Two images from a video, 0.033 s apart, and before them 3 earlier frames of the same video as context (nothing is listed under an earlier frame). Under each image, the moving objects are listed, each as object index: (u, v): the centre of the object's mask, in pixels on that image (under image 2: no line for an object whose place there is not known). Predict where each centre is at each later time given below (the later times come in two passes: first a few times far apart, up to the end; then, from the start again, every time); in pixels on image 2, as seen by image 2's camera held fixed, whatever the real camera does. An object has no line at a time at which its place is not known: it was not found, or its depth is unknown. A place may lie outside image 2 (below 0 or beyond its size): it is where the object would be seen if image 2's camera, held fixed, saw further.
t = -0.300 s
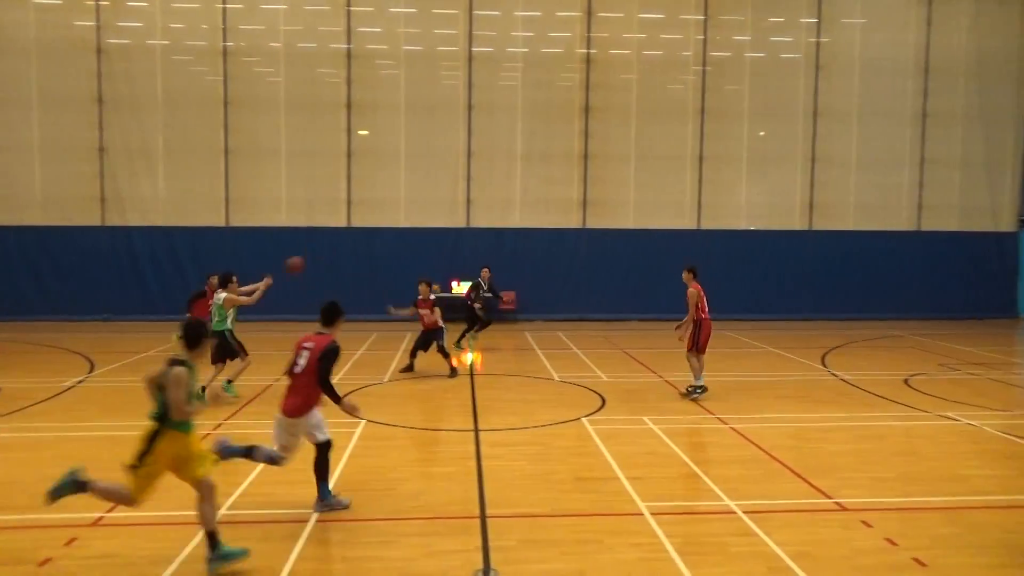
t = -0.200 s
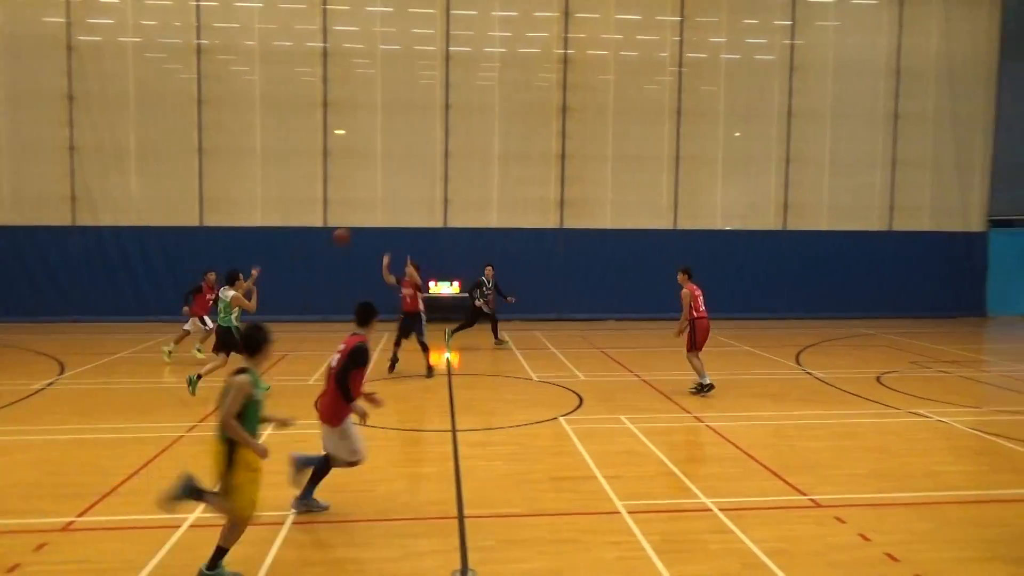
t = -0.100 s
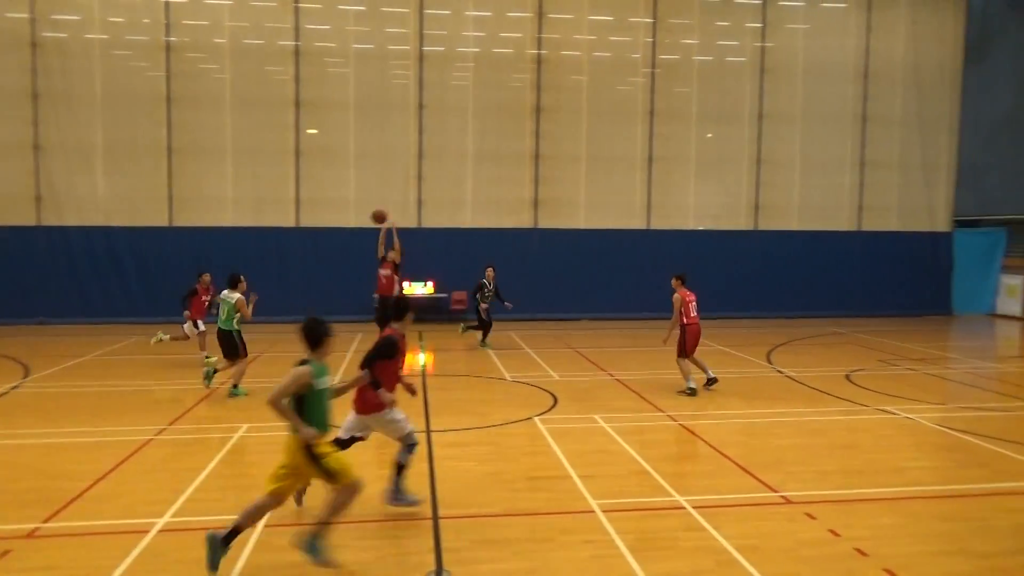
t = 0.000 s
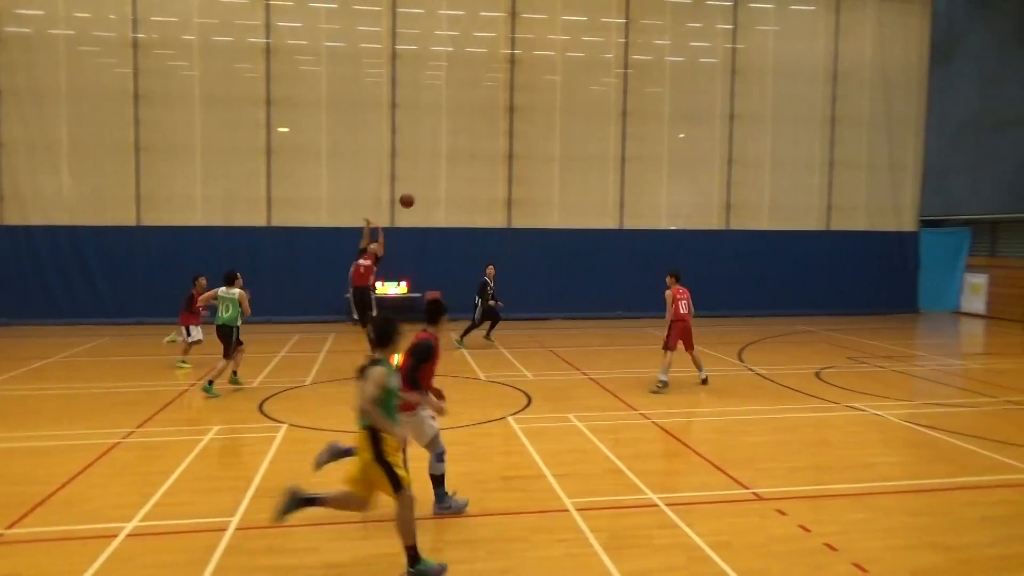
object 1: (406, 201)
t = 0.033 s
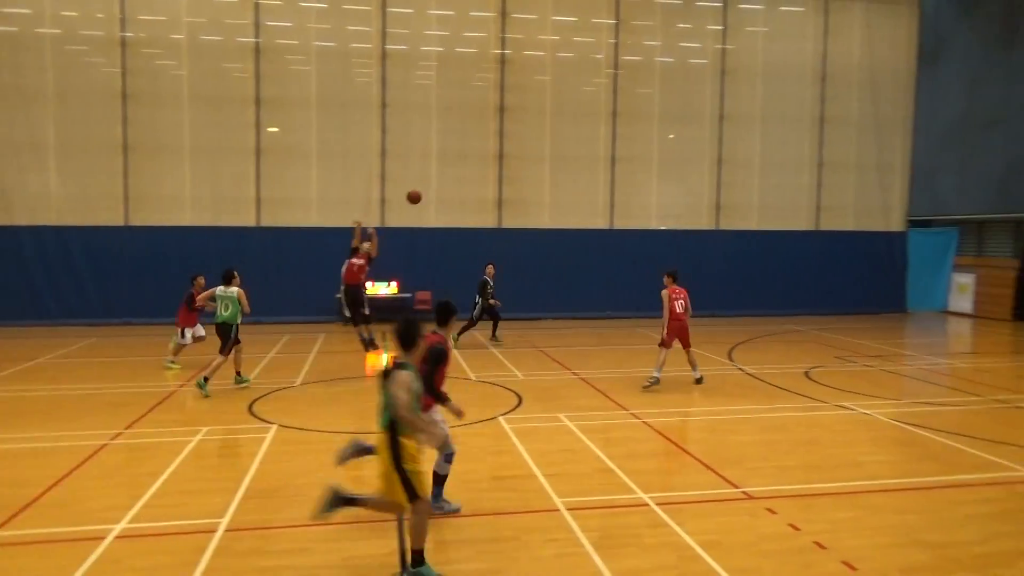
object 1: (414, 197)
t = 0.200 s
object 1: (490, 188)
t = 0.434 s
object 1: (582, 203)
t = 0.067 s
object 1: (430, 193)
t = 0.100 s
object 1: (446, 191)
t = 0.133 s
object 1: (461, 190)
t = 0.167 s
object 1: (476, 189)
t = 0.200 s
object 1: (490, 188)
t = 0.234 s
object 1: (504, 189)
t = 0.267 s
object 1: (518, 190)
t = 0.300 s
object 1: (532, 191)
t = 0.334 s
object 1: (545, 194)
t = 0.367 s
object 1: (557, 196)
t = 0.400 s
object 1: (570, 199)
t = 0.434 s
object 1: (582, 203)
